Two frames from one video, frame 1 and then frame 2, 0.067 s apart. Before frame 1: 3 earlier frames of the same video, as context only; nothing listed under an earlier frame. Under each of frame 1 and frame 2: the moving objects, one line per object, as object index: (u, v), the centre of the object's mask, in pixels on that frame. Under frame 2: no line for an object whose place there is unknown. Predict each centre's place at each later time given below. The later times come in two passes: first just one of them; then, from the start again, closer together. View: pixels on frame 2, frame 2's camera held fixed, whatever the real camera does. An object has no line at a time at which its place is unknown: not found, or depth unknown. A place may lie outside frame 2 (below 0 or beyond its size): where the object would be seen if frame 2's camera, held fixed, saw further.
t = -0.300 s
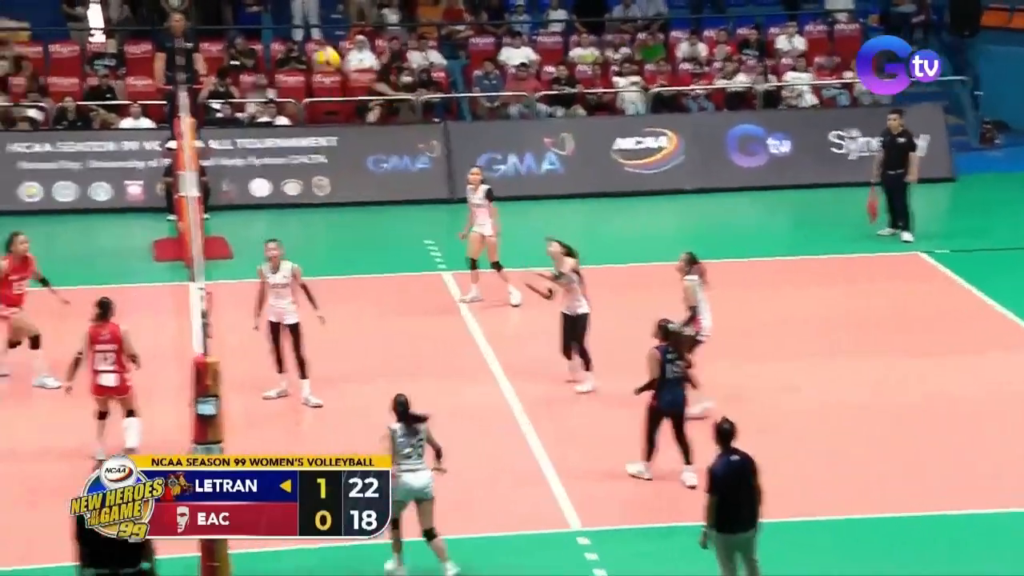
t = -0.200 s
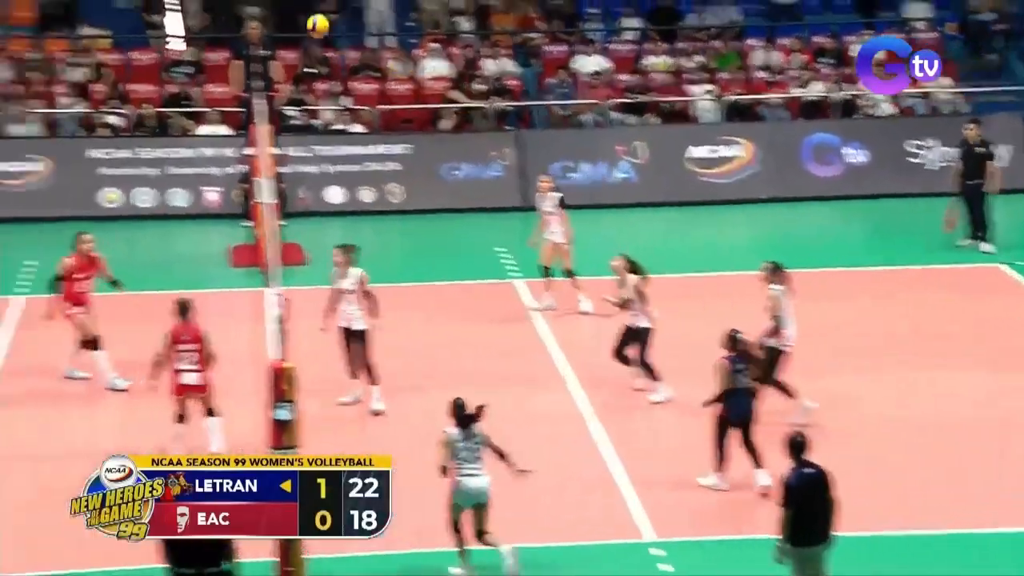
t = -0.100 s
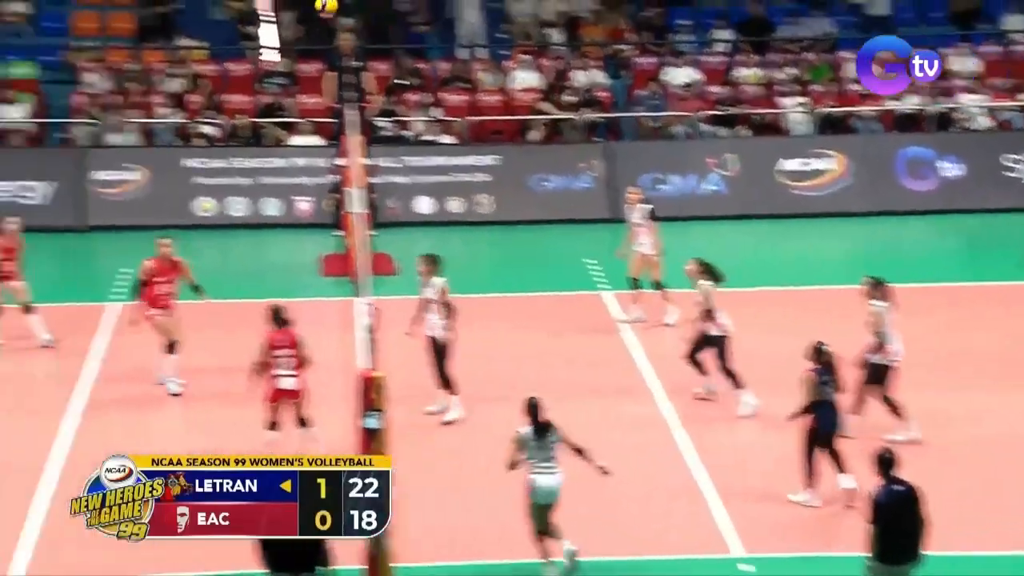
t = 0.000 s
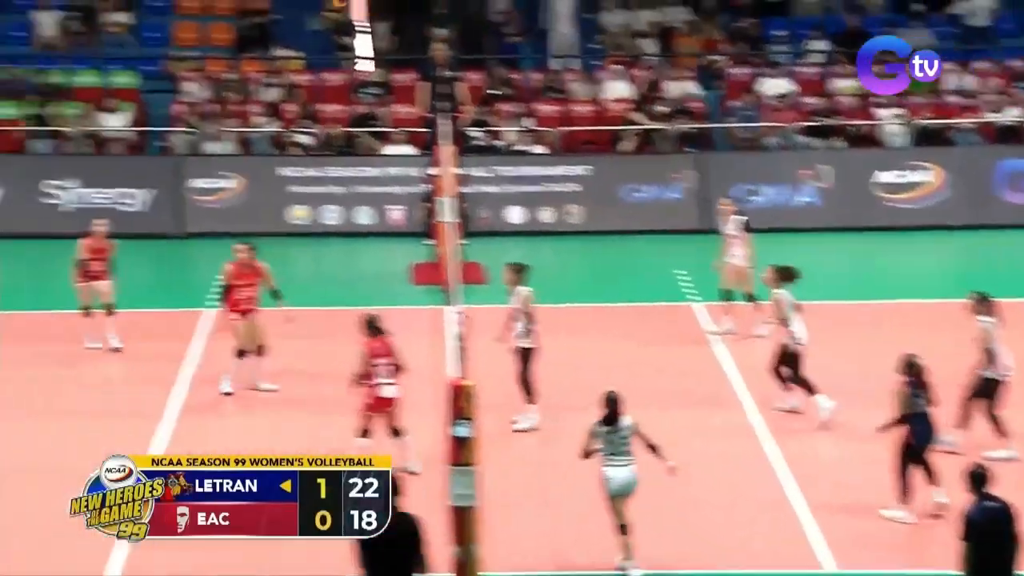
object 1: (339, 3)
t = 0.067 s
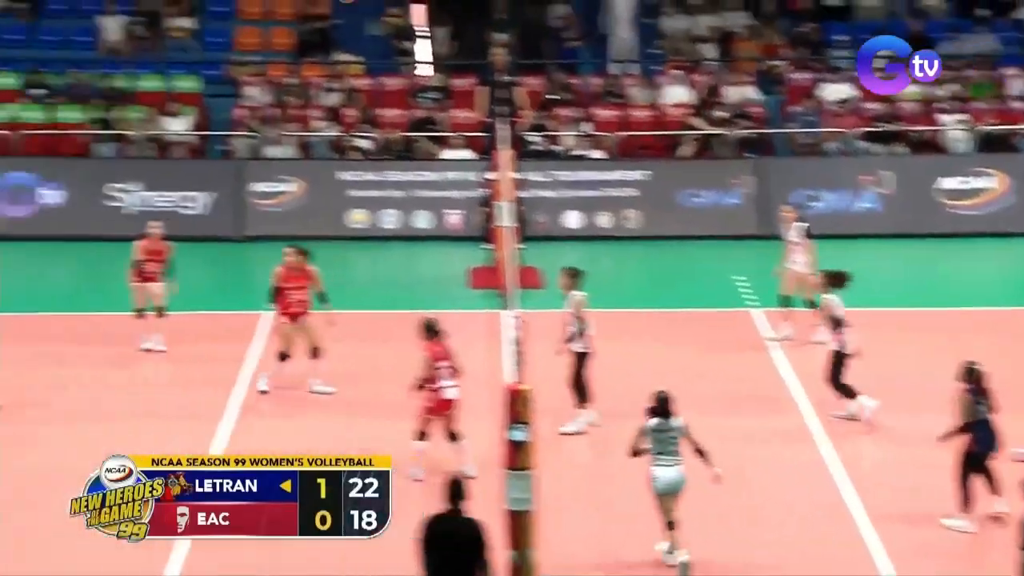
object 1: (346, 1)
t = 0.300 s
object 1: (165, -1)
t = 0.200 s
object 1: (241, -4)
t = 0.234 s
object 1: (216, -3)
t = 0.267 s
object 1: (191, -2)
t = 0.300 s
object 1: (165, -1)
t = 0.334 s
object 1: (139, 3)
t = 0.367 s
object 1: (114, 9)
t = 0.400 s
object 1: (88, 16)
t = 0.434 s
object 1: (64, 27)
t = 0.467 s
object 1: (39, 37)
